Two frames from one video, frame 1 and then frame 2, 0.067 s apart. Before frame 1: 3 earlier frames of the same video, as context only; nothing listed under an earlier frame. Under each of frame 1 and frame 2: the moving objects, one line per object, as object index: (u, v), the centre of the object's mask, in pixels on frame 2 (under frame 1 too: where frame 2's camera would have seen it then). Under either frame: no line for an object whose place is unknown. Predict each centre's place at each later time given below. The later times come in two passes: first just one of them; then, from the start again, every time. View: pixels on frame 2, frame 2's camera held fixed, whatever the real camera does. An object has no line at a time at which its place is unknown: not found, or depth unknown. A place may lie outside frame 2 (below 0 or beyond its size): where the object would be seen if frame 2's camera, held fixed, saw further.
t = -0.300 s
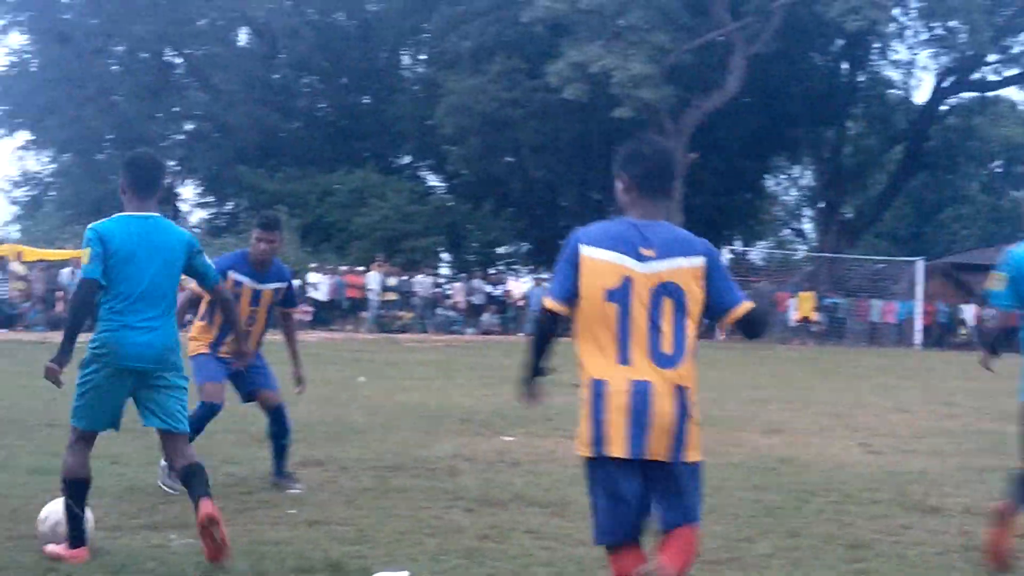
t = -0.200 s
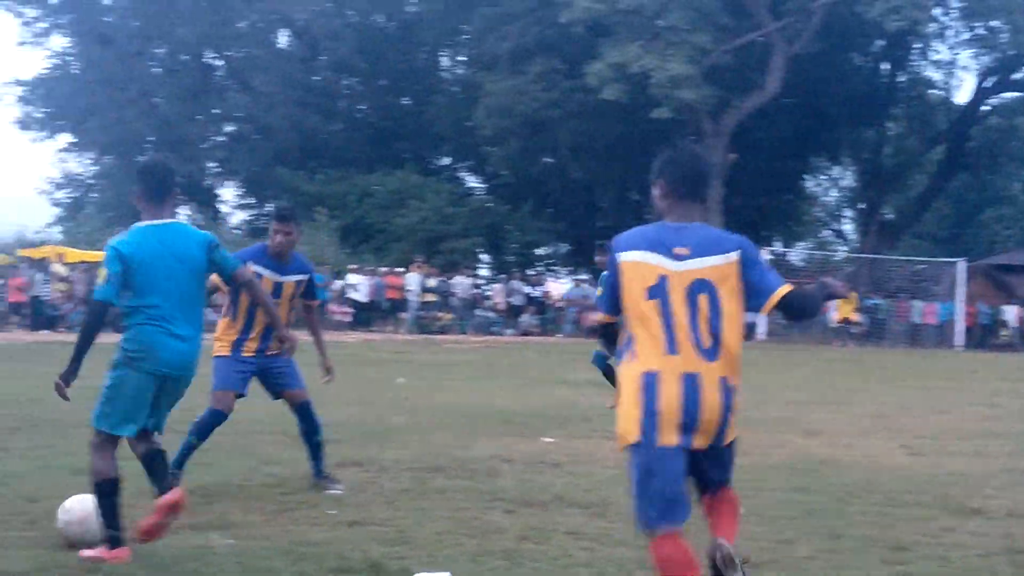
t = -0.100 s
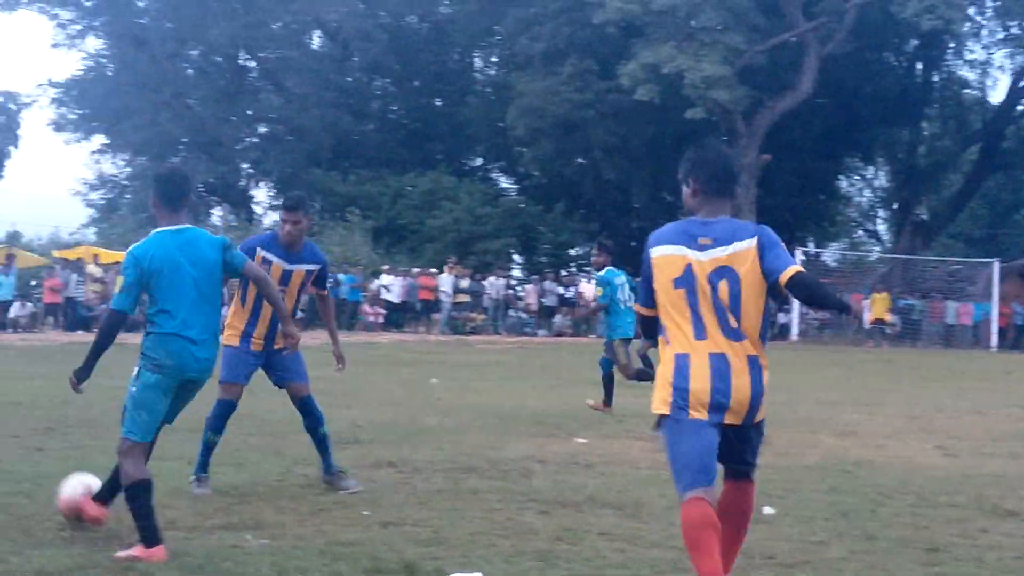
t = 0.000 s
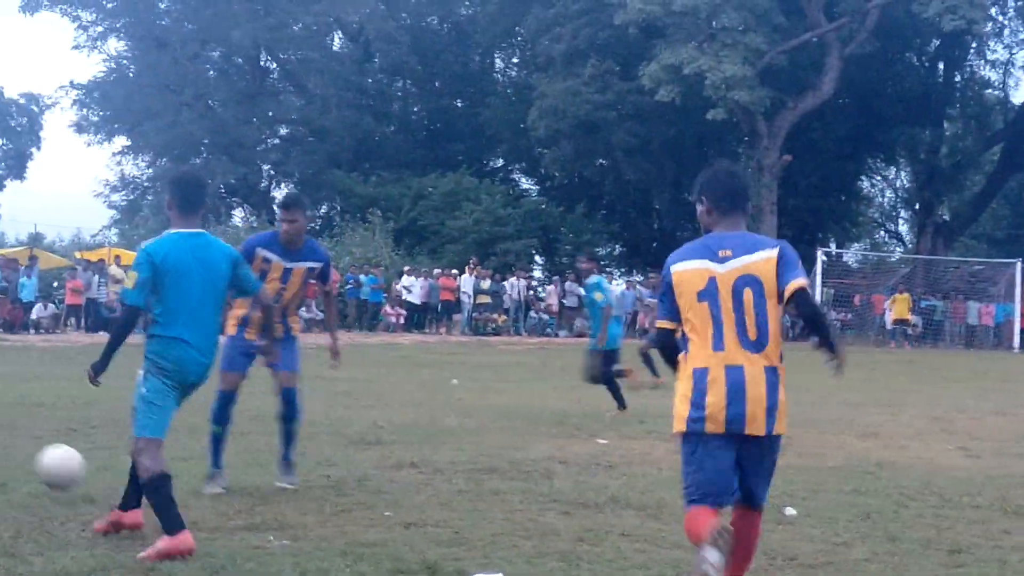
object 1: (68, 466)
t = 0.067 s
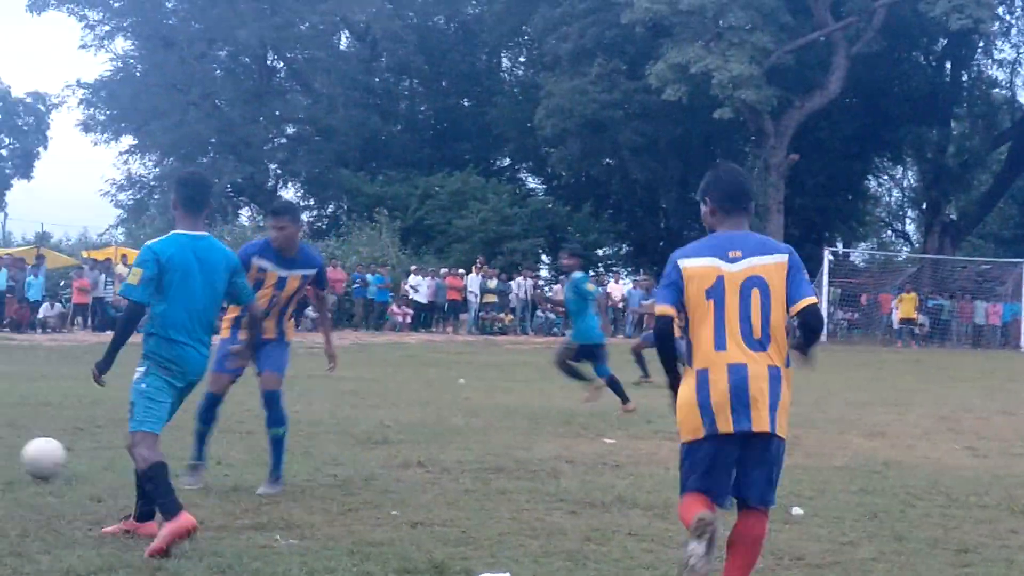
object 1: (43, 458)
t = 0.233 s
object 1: (2, 437)
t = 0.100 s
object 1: (33, 457)
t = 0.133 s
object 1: (24, 452)
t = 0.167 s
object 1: (16, 446)
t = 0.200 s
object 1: (9, 441)
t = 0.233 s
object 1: (2, 437)
